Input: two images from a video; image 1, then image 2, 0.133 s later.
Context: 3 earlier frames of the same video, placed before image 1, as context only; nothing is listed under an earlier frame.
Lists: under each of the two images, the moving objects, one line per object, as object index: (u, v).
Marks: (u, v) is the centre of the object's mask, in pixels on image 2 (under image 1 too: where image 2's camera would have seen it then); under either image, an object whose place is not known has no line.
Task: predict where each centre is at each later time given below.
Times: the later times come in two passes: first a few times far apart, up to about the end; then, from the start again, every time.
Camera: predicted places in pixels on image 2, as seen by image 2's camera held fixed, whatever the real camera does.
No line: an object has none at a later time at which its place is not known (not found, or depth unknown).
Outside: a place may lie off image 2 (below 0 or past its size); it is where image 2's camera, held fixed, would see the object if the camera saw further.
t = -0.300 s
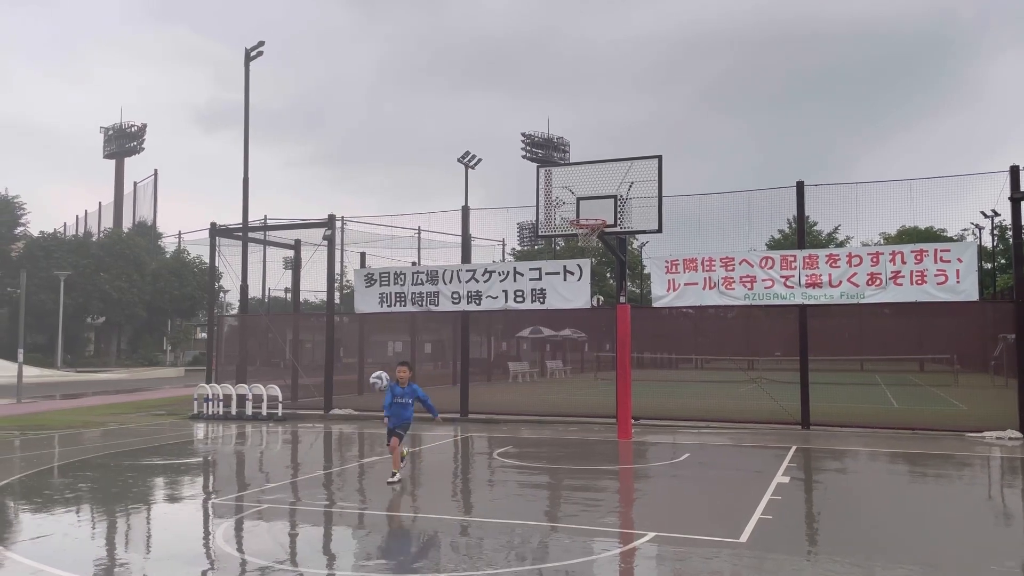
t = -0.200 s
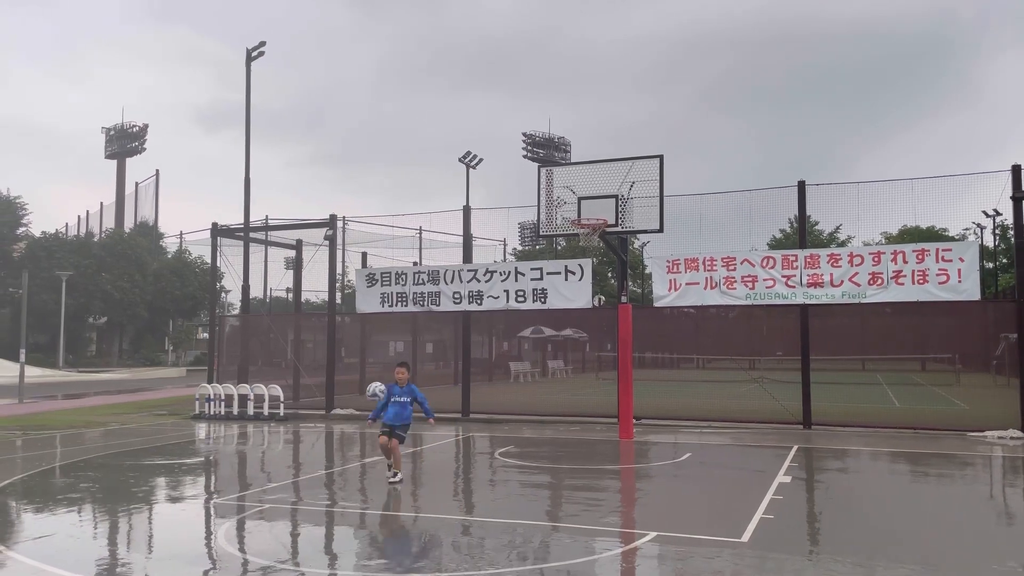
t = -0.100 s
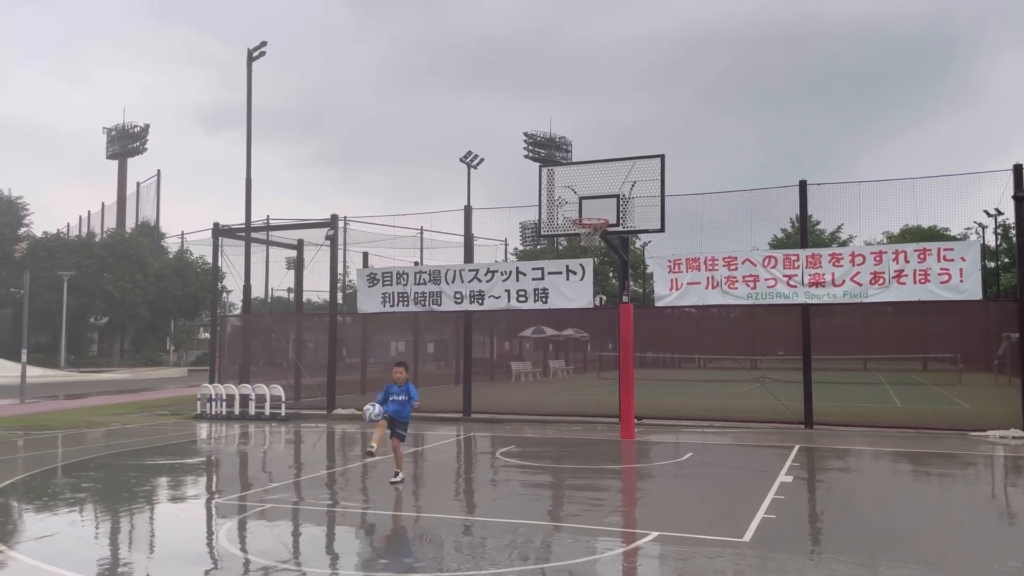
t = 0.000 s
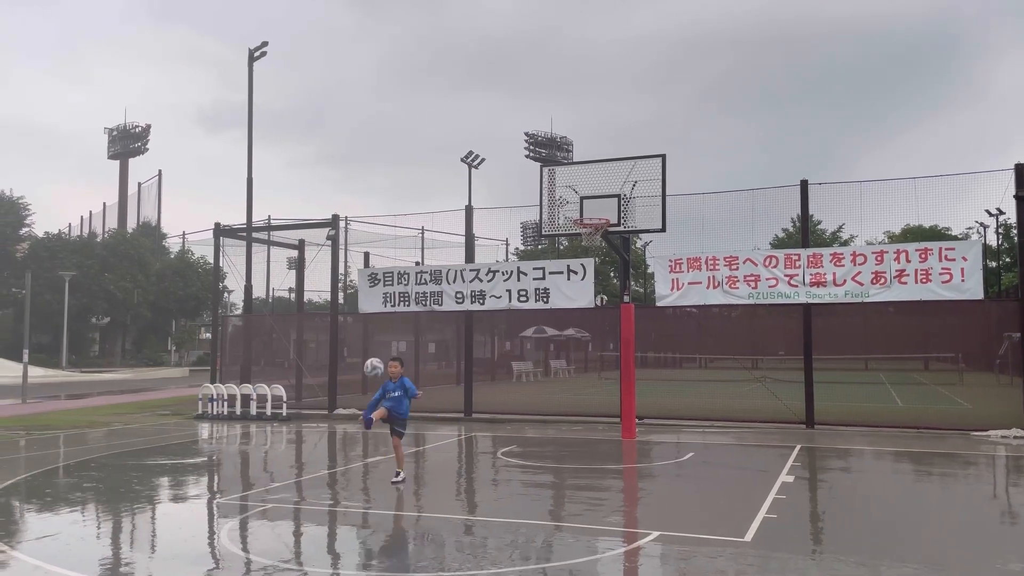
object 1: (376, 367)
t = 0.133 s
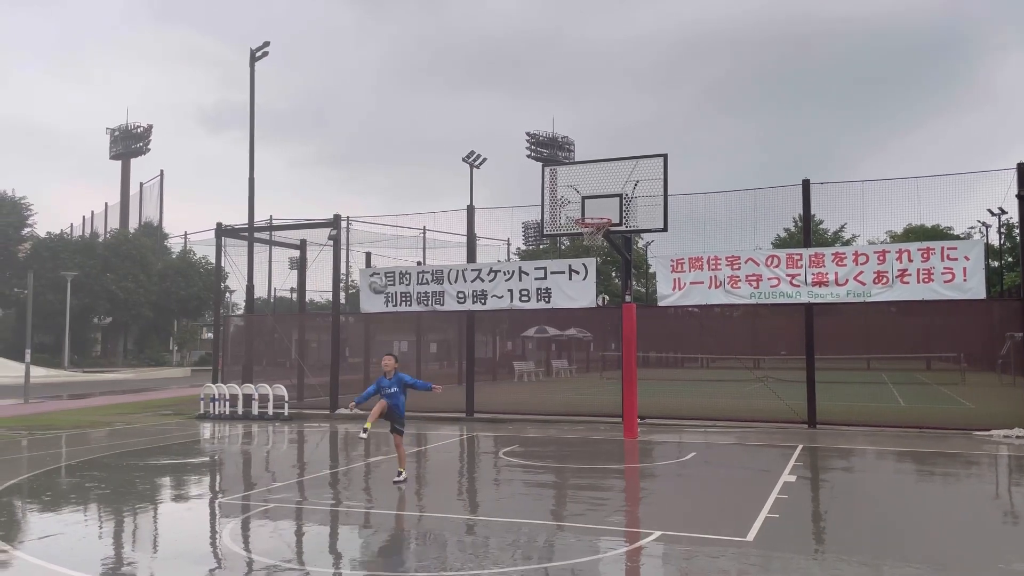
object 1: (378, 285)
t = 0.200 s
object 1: (379, 252)
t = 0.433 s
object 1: (382, 172)
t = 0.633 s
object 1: (383, 146)
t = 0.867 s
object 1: (385, 159)
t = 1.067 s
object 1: (386, 204)
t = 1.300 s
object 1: (386, 292)
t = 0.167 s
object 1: (378, 267)
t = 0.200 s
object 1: (379, 252)
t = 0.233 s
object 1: (379, 237)
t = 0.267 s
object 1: (380, 223)
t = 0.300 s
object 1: (380, 211)
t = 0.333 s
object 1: (380, 200)
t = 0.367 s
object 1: (381, 189)
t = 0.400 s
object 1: (381, 180)
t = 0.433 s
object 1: (382, 172)
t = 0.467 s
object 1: (382, 165)
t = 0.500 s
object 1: (382, 160)
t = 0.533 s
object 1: (382, 155)
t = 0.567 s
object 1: (383, 151)
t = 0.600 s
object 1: (383, 148)
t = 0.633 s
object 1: (383, 146)
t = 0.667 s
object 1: (384, 146)
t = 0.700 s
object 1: (384, 146)
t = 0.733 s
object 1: (384, 146)
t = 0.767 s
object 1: (384, 148)
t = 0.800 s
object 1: (385, 151)
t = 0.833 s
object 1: (385, 154)
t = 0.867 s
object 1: (385, 159)
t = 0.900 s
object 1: (385, 164)
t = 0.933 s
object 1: (385, 170)
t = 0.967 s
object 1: (386, 177)
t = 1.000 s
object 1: (386, 185)
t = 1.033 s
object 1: (386, 194)
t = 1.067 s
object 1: (386, 204)
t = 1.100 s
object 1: (386, 214)
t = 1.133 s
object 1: (386, 225)
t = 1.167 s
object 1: (387, 237)
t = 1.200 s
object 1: (387, 249)
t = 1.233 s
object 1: (387, 262)
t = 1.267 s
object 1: (387, 277)
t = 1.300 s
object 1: (386, 292)
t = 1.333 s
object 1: (386, 306)
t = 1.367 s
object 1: (386, 322)
